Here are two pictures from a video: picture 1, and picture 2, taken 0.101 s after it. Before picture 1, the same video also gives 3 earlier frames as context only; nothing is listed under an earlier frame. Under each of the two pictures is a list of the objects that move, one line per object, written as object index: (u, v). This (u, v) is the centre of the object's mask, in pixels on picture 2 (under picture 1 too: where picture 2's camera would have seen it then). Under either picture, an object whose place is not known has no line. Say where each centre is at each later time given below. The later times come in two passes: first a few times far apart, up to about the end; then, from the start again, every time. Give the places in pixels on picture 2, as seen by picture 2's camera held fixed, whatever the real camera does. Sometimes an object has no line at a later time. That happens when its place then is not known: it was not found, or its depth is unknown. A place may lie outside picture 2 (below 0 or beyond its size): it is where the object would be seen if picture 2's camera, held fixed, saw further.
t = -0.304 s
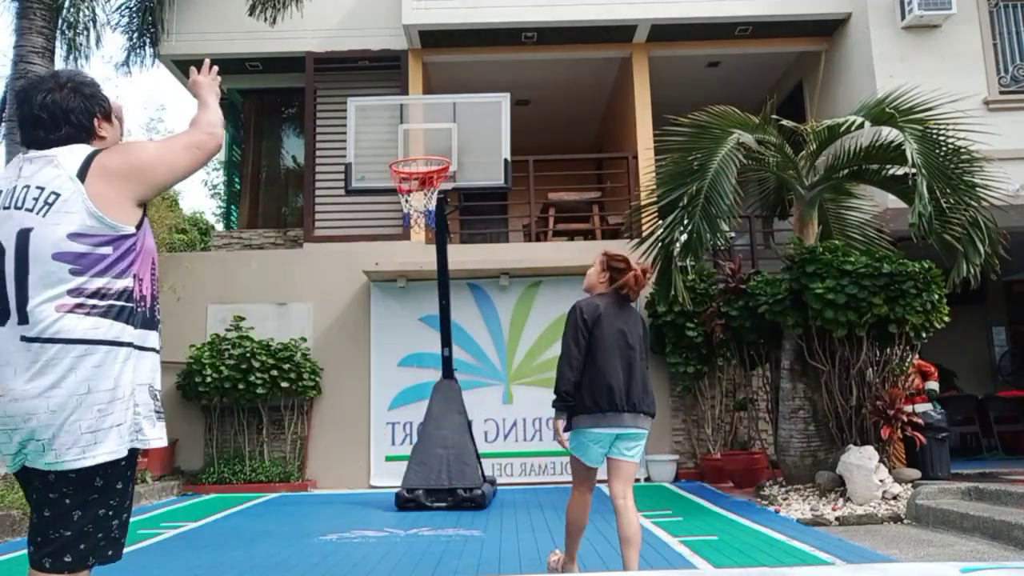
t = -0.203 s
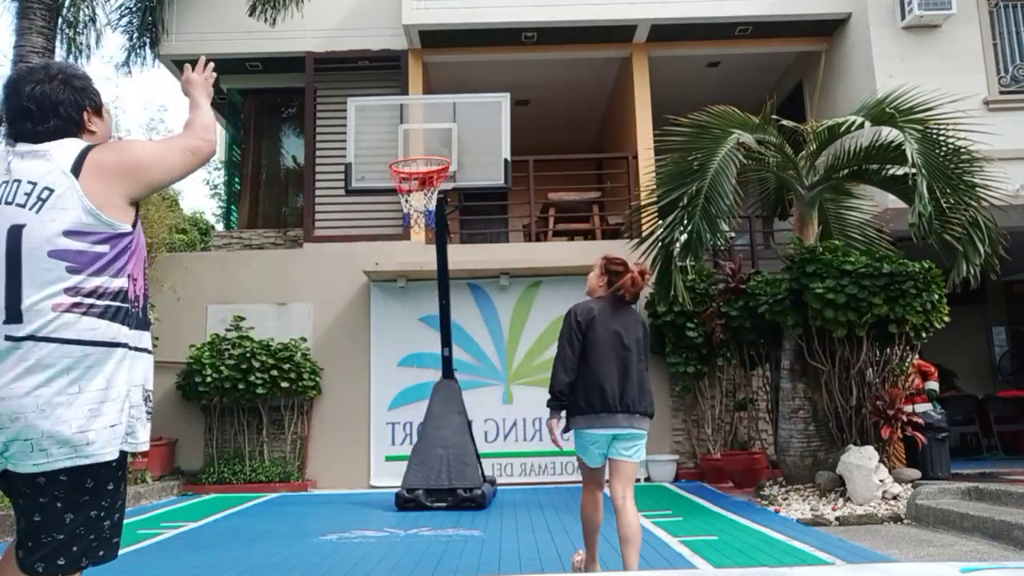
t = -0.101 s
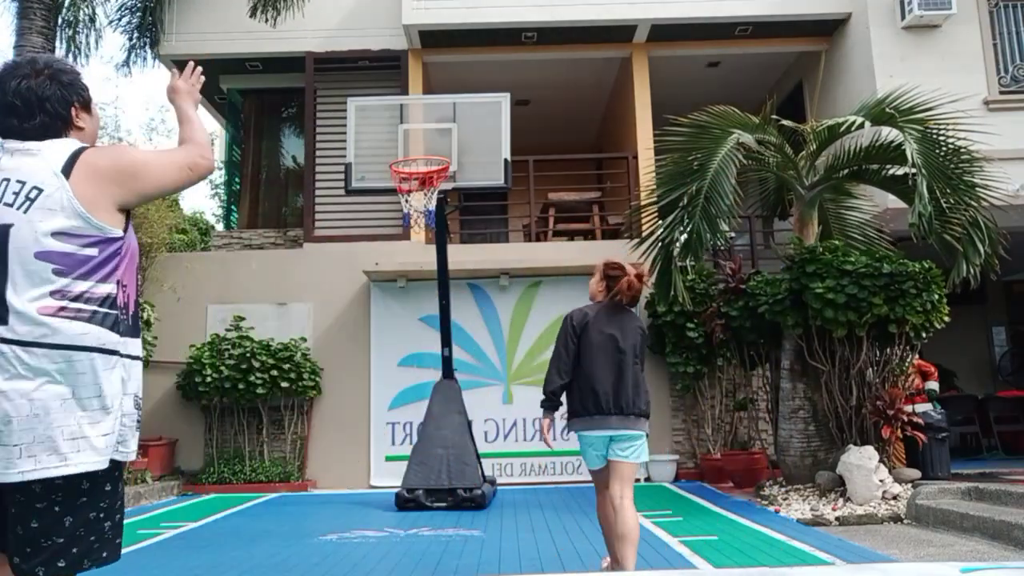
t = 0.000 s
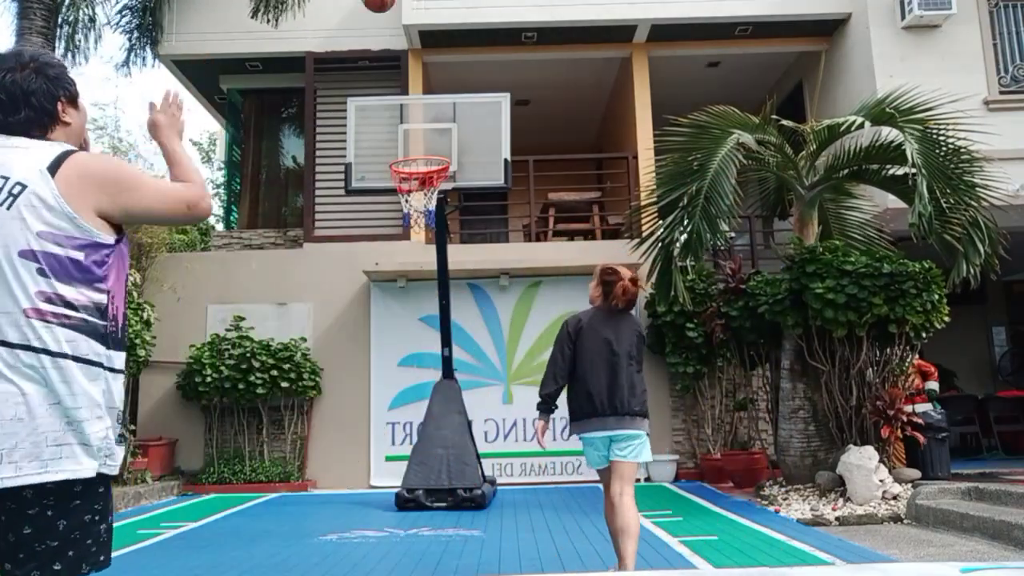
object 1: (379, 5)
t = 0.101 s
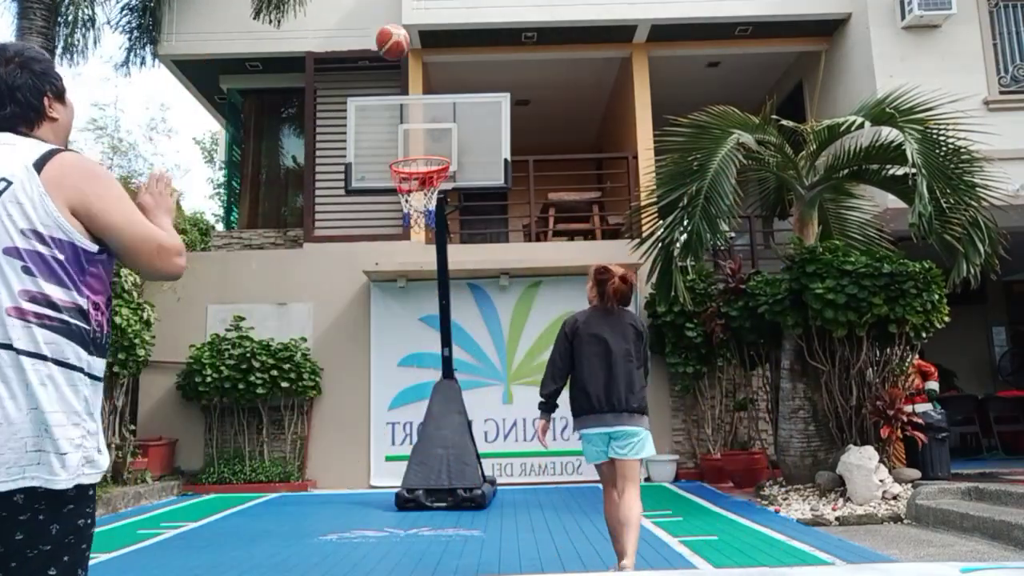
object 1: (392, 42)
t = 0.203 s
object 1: (406, 97)
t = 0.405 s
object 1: (425, 204)
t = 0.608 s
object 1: (431, 270)
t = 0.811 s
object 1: (438, 389)
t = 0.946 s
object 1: (443, 502)
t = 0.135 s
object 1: (397, 59)
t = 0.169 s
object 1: (401, 76)
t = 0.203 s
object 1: (406, 97)
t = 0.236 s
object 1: (409, 118)
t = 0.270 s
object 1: (413, 139)
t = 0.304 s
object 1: (417, 161)
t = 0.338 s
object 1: (421, 180)
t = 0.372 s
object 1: (420, 190)
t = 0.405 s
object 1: (425, 204)
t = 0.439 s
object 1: (425, 210)
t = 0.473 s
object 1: (426, 219)
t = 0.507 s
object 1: (428, 230)
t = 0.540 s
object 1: (429, 242)
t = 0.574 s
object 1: (430, 255)
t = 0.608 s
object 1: (431, 270)
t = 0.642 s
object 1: (432, 286)
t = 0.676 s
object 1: (434, 304)
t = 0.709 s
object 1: (435, 322)
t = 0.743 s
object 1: (436, 343)
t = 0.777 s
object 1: (437, 364)
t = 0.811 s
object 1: (438, 389)
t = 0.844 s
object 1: (439, 413)
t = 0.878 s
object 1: (441, 441)
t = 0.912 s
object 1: (442, 471)
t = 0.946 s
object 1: (443, 502)
